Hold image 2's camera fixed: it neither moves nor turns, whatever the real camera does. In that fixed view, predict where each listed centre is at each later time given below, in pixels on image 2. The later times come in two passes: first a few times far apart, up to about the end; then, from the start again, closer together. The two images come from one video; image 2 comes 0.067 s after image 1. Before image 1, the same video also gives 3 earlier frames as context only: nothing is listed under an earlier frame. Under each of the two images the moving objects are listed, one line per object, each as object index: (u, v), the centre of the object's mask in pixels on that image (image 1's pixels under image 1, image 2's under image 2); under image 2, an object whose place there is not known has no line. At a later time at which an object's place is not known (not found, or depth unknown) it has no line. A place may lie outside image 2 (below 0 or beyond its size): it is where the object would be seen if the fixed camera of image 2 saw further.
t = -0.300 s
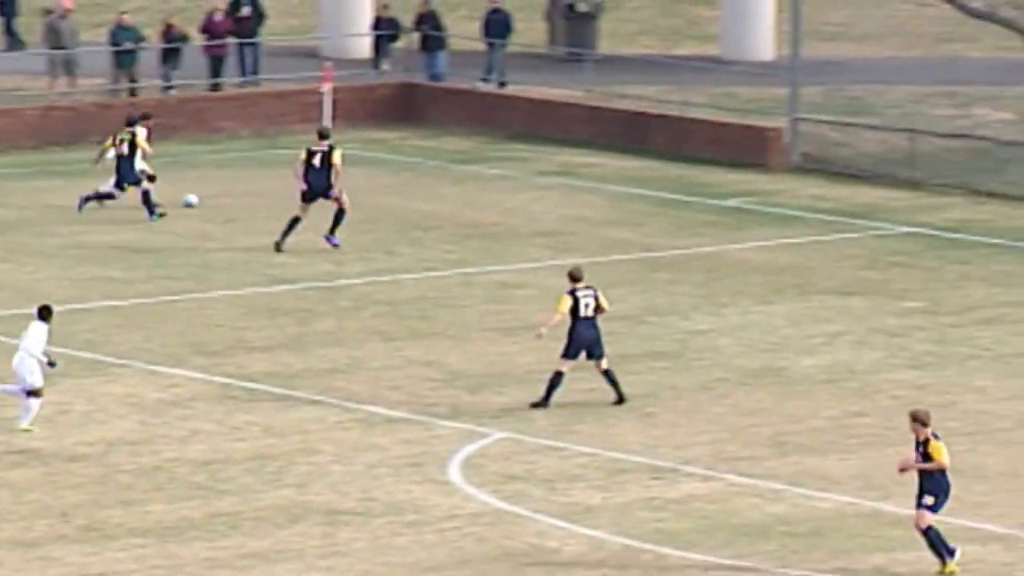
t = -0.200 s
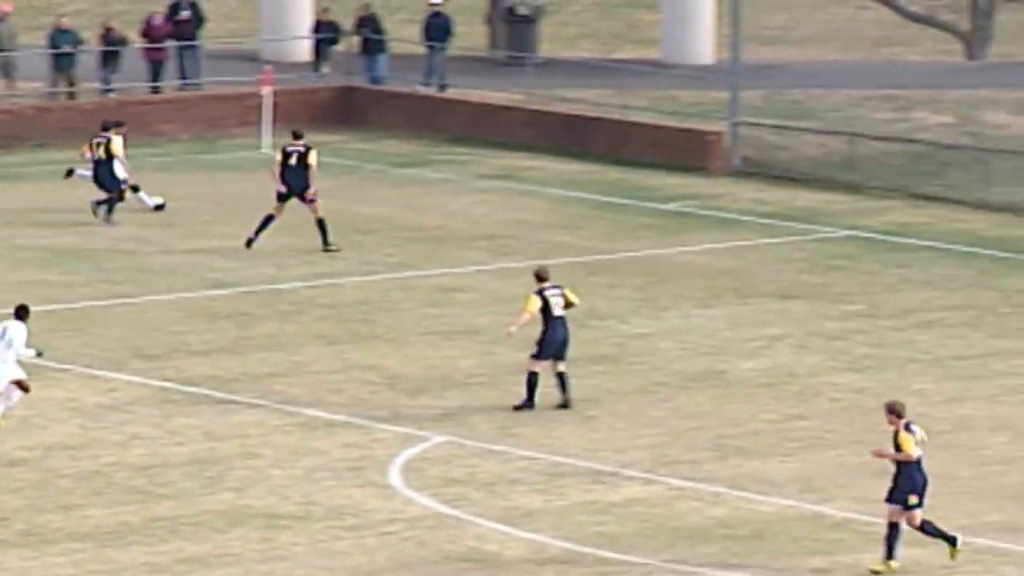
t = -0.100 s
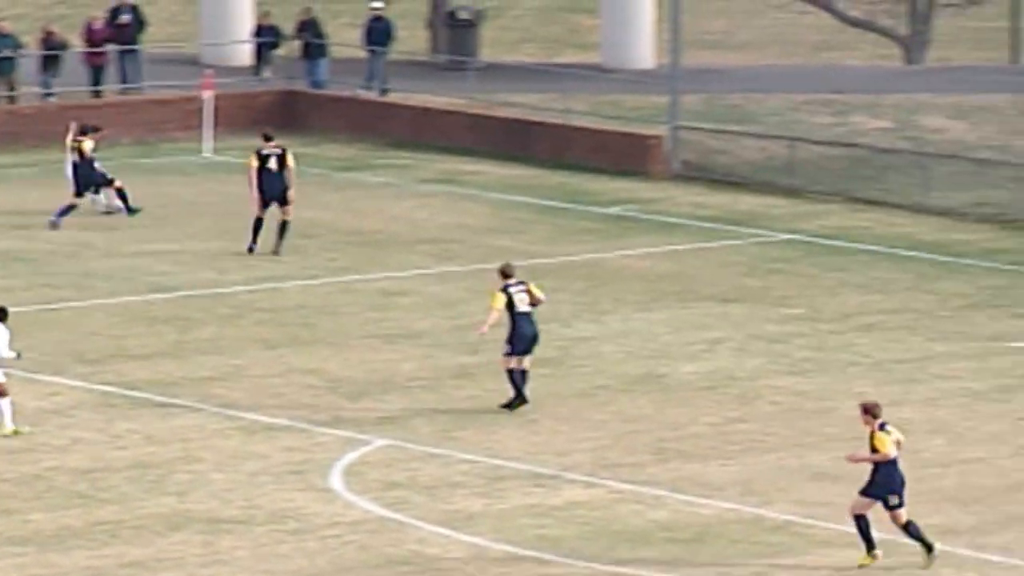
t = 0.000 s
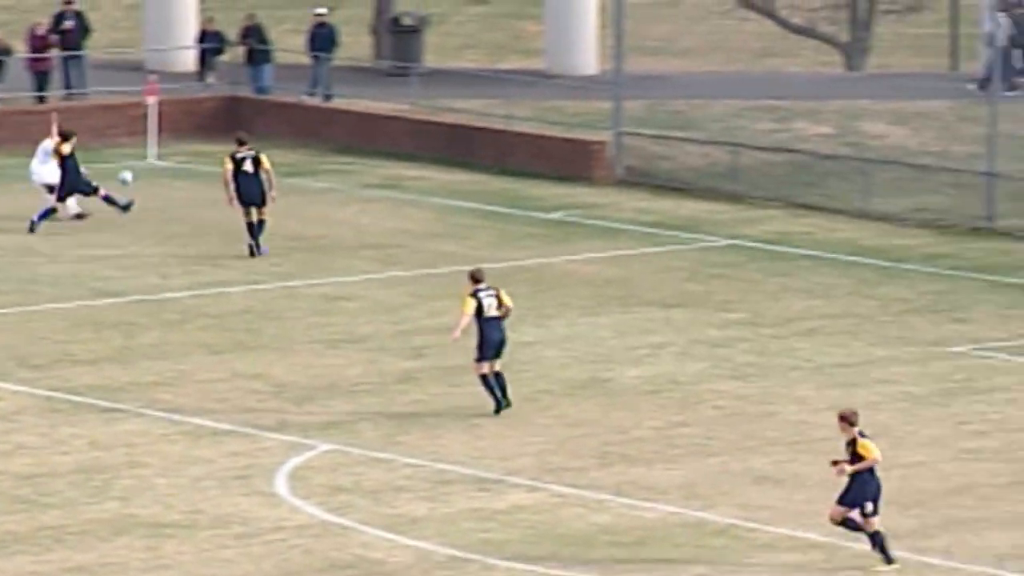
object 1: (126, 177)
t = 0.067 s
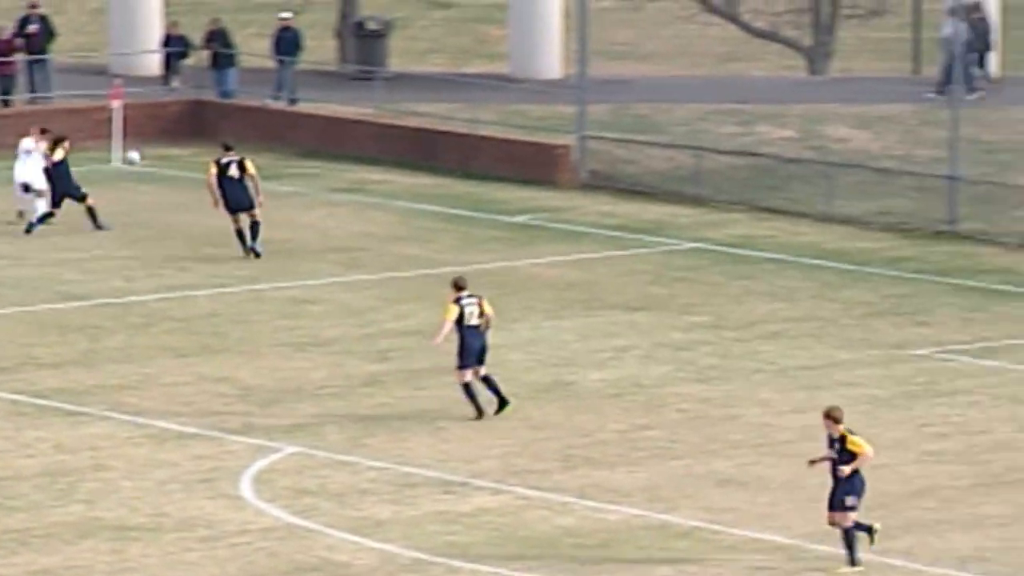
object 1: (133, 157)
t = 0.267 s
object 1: (251, 95)
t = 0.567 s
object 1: (407, 36)
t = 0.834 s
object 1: (522, 17)
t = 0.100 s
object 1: (153, 145)
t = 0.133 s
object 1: (173, 136)
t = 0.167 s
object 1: (193, 125)
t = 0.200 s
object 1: (212, 115)
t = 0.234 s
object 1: (232, 106)
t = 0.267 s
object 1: (251, 95)
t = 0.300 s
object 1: (269, 88)
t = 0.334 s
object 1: (287, 80)
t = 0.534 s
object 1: (390, 41)
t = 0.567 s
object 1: (407, 36)
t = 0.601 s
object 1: (421, 32)
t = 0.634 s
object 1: (436, 28)
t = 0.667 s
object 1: (451, 25)
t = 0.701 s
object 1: (466, 23)
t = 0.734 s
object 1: (480, 21)
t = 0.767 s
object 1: (494, 19)
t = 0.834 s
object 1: (522, 17)
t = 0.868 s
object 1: (536, 17)
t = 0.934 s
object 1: (563, 18)
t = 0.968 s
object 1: (576, 19)
